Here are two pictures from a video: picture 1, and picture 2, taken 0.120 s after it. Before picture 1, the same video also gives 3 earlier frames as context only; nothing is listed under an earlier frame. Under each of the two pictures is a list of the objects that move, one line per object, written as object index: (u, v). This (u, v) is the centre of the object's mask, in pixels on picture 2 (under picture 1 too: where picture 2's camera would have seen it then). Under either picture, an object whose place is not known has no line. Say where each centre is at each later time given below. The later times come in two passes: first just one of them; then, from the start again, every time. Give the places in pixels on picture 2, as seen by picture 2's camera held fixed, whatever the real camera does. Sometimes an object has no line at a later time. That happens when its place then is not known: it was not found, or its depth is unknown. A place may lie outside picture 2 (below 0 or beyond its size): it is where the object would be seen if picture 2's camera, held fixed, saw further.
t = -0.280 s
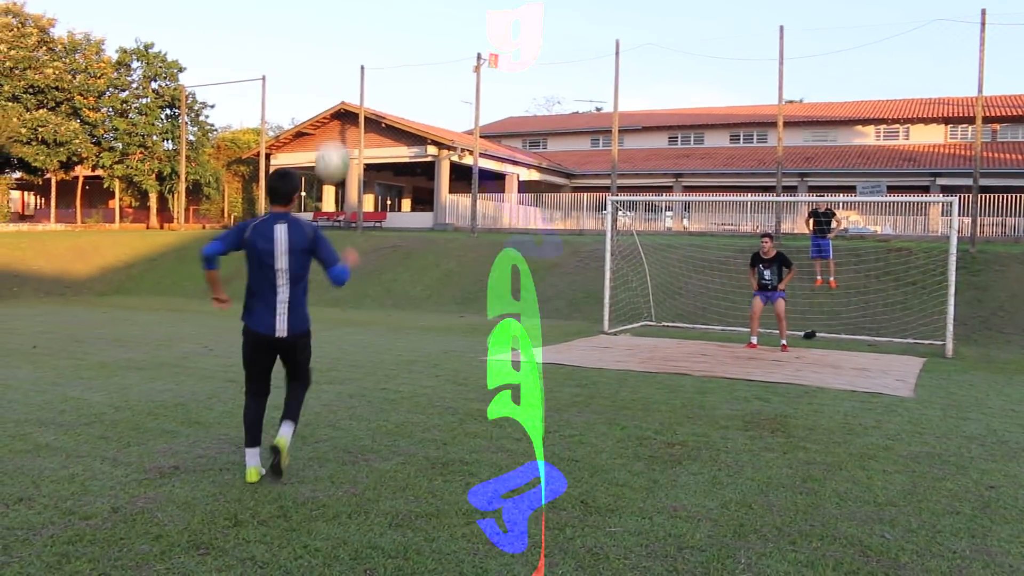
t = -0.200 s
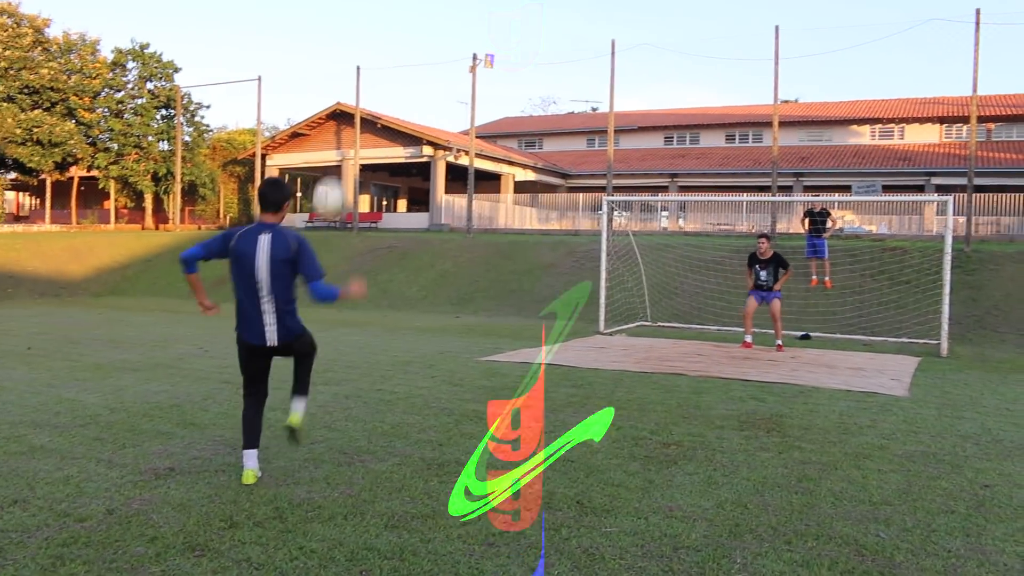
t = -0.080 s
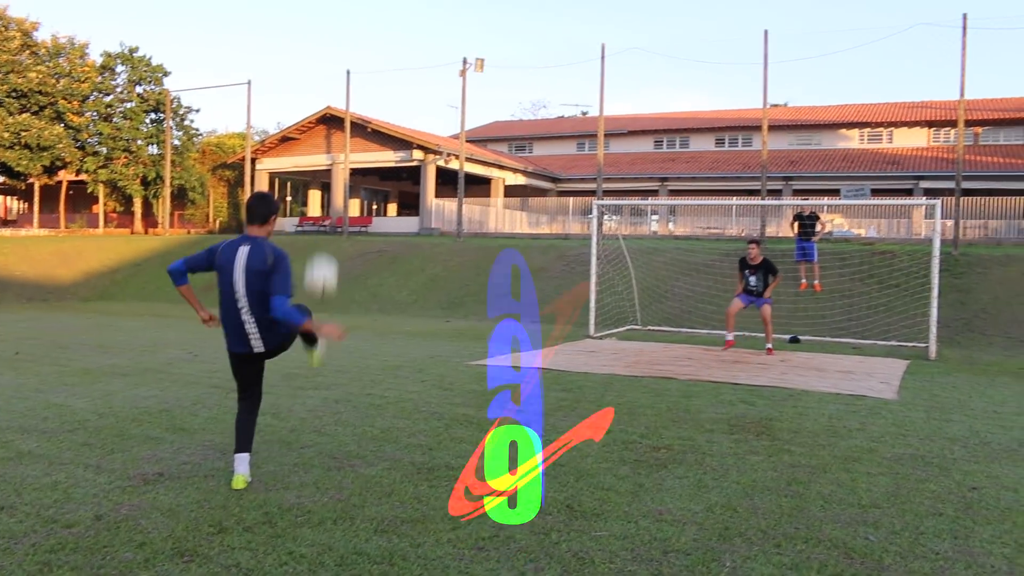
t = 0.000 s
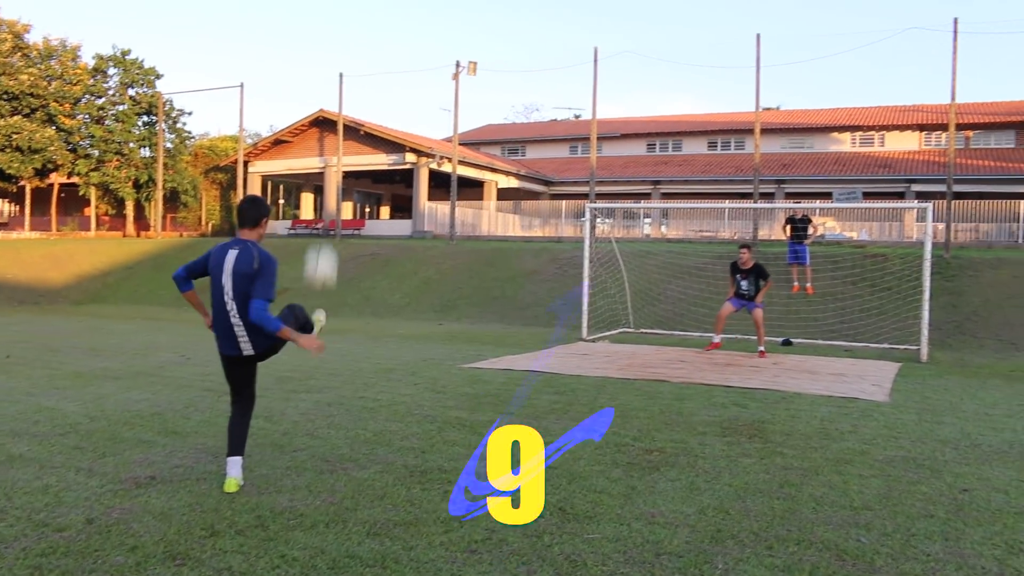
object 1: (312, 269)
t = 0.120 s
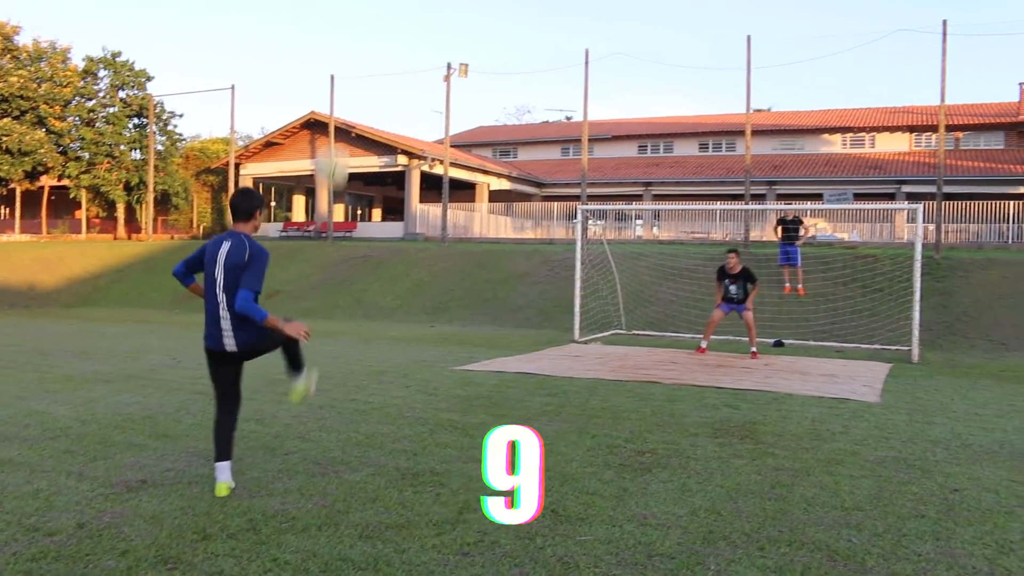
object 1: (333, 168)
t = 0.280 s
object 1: (357, 59)
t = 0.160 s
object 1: (338, 137)
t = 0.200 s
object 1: (345, 114)
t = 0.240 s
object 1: (351, 83)
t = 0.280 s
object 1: (357, 59)
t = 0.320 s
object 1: (363, 38)
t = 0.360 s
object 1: (370, 18)
